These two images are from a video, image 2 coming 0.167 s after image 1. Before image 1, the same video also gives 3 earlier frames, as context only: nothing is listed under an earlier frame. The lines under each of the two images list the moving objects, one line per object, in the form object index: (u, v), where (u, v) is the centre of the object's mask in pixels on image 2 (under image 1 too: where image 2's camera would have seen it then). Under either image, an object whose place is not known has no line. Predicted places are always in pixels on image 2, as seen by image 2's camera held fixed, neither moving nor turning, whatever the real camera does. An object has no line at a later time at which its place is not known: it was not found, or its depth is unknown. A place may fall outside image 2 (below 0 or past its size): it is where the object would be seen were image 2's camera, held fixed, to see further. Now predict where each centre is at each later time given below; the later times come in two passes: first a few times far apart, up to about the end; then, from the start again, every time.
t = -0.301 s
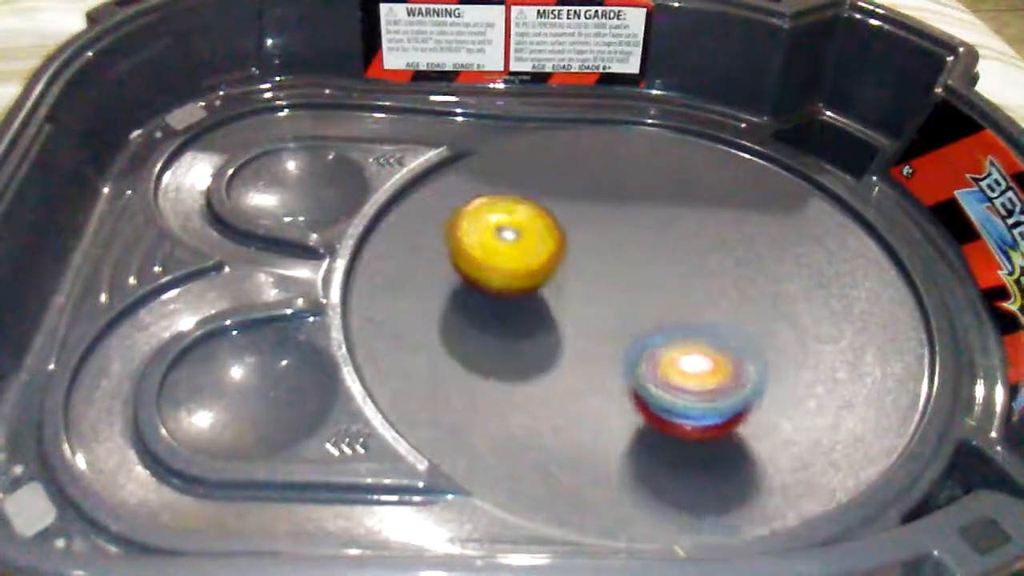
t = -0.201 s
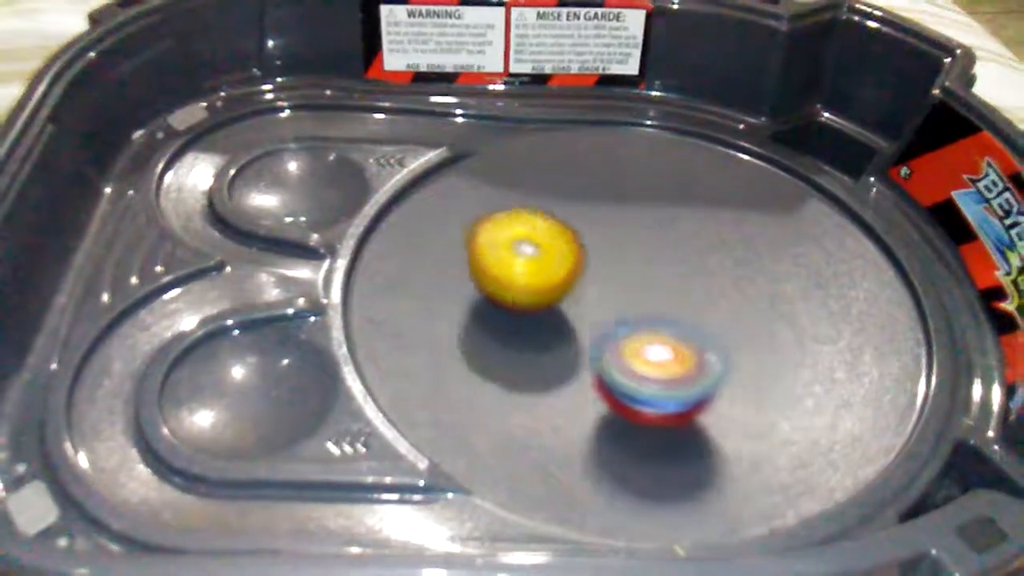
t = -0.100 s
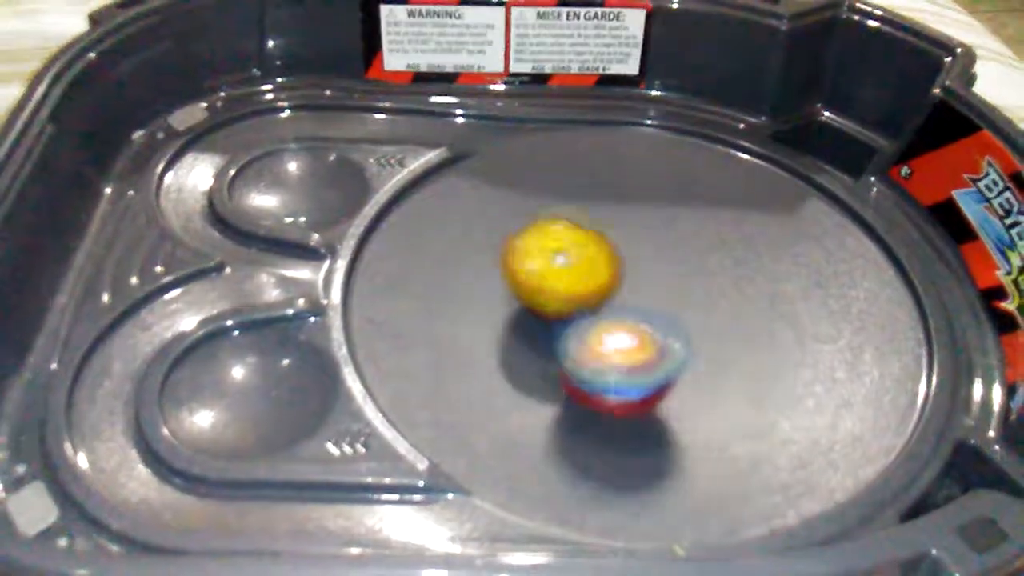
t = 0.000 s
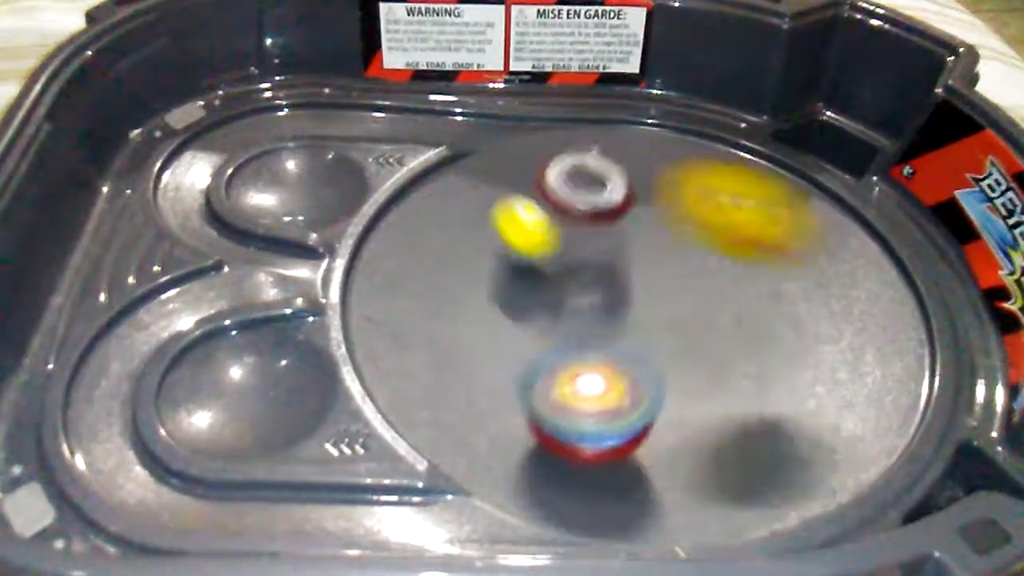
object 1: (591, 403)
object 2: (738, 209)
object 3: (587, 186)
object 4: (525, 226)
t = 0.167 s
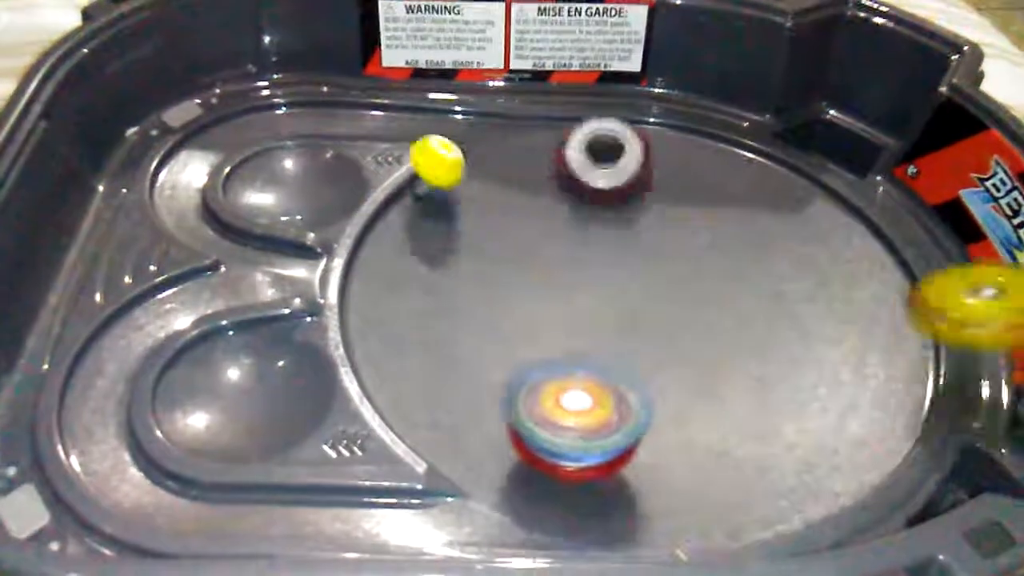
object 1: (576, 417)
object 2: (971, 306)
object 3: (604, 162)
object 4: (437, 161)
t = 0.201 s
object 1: (573, 416)
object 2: (971, 313)
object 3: (610, 168)
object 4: (442, 170)
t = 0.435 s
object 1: (551, 382)
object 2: (597, 302)
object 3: (662, 267)
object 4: (536, 230)
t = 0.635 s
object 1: (502, 362)
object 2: (649, 222)
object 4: (632, 73)
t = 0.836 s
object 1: (501, 328)
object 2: (719, 172)
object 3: (607, 428)
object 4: (640, 142)
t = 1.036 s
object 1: (526, 275)
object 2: (749, 335)
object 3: (607, 427)
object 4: (571, 178)
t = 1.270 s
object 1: (536, 225)
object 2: (738, 423)
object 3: (605, 427)
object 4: (627, 168)
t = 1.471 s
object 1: (551, 226)
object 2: (738, 422)
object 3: (605, 427)
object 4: (662, 227)
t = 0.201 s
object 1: (573, 416)
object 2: (971, 313)
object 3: (610, 168)
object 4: (442, 170)
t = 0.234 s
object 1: (570, 415)
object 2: (950, 332)
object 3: (619, 176)
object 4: (449, 178)
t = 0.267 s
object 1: (567, 413)
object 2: (902, 357)
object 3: (628, 186)
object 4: (458, 188)
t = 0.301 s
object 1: (565, 409)
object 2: (840, 350)
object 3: (633, 197)
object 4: (471, 196)
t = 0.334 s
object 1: (562, 404)
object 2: (770, 352)
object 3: (634, 209)
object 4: (486, 204)
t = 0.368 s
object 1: (559, 396)
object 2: (702, 346)
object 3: (636, 230)
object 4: (504, 214)
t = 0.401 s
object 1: (555, 388)
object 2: (644, 333)
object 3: (641, 248)
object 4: (516, 222)
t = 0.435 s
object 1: (551, 382)
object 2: (597, 302)
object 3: (662, 267)
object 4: (536, 230)
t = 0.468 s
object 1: (548, 375)
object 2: (561, 291)
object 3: (653, 298)
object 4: (559, 213)
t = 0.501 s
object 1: (533, 369)
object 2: (573, 264)
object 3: (648, 326)
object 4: (580, 168)
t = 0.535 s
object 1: (521, 370)
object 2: (597, 226)
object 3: (644, 347)
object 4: (597, 126)
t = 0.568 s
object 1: (514, 367)
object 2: (621, 205)
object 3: (643, 370)
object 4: (607, 97)
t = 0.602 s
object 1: (508, 365)
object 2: (636, 205)
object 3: (639, 393)
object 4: (626, 71)
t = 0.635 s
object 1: (502, 362)
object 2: (649, 222)
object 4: (632, 73)
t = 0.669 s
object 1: (499, 358)
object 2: (663, 218)
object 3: (631, 420)
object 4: (634, 90)
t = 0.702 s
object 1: (497, 354)
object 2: (685, 178)
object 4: (640, 91)
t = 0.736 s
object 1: (497, 349)
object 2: (700, 164)
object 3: (621, 433)
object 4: (646, 100)
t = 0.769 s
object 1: (496, 342)
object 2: (709, 167)
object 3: (615, 432)
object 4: (647, 112)
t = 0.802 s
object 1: (498, 335)
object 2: (714, 175)
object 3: (609, 429)
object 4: (643, 127)
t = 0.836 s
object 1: (501, 328)
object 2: (719, 172)
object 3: (607, 428)
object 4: (640, 142)
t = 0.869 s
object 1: (502, 320)
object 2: (718, 178)
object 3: (607, 428)
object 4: (633, 154)
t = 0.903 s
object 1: (506, 310)
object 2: (730, 200)
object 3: (607, 428)
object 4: (615, 155)
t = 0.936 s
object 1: (513, 301)
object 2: (740, 243)
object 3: (607, 428)
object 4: (600, 157)
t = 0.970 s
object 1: (516, 294)
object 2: (743, 272)
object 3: (607, 427)
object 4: (588, 162)
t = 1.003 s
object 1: (520, 284)
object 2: (748, 302)
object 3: (607, 427)
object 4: (579, 170)
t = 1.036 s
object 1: (526, 275)
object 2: (749, 335)
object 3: (607, 427)
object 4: (571, 178)
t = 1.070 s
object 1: (531, 263)
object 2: (745, 364)
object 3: (607, 427)
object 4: (565, 187)
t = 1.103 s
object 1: (535, 253)
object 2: (740, 387)
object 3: (607, 427)
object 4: (563, 193)
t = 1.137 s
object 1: (535, 244)
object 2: (733, 404)
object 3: (606, 427)
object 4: (568, 190)
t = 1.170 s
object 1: (536, 240)
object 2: (736, 418)
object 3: (605, 427)
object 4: (576, 178)
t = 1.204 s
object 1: (537, 233)
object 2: (738, 422)
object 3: (605, 427)
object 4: (592, 175)
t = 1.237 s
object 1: (538, 227)
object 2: (738, 423)
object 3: (605, 427)
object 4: (609, 172)
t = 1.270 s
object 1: (536, 225)
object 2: (738, 423)
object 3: (605, 427)
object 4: (627, 168)
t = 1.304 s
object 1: (538, 221)
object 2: (738, 423)
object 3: (605, 427)
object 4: (633, 169)
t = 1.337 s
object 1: (538, 220)
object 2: (738, 423)
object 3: (605, 427)
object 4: (641, 181)
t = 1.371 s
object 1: (539, 220)
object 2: (738, 423)
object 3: (605, 427)
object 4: (649, 193)
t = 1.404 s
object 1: (540, 221)
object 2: (738, 423)
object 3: (605, 427)
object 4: (656, 205)
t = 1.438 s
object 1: (544, 223)
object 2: (738, 422)
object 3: (605, 427)
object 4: (661, 217)
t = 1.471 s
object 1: (551, 226)
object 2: (738, 422)
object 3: (605, 427)
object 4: (662, 227)
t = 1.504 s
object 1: (560, 228)
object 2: (738, 422)
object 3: (605, 427)
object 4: (662, 236)
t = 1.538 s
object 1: (569, 234)
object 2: (738, 422)
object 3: (605, 427)
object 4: (659, 243)
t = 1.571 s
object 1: (581, 236)
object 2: (738, 422)
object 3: (605, 427)
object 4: (659, 248)
